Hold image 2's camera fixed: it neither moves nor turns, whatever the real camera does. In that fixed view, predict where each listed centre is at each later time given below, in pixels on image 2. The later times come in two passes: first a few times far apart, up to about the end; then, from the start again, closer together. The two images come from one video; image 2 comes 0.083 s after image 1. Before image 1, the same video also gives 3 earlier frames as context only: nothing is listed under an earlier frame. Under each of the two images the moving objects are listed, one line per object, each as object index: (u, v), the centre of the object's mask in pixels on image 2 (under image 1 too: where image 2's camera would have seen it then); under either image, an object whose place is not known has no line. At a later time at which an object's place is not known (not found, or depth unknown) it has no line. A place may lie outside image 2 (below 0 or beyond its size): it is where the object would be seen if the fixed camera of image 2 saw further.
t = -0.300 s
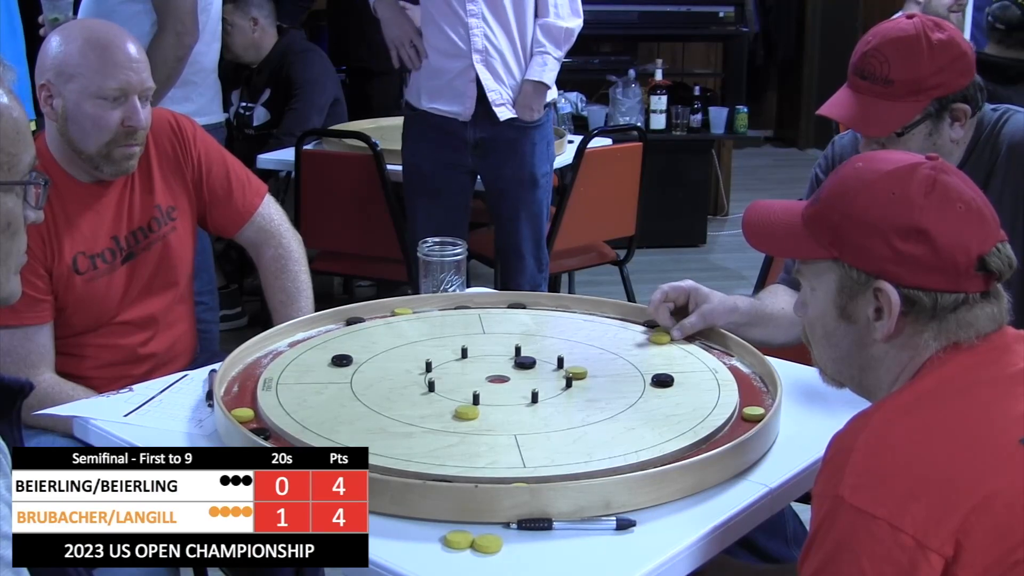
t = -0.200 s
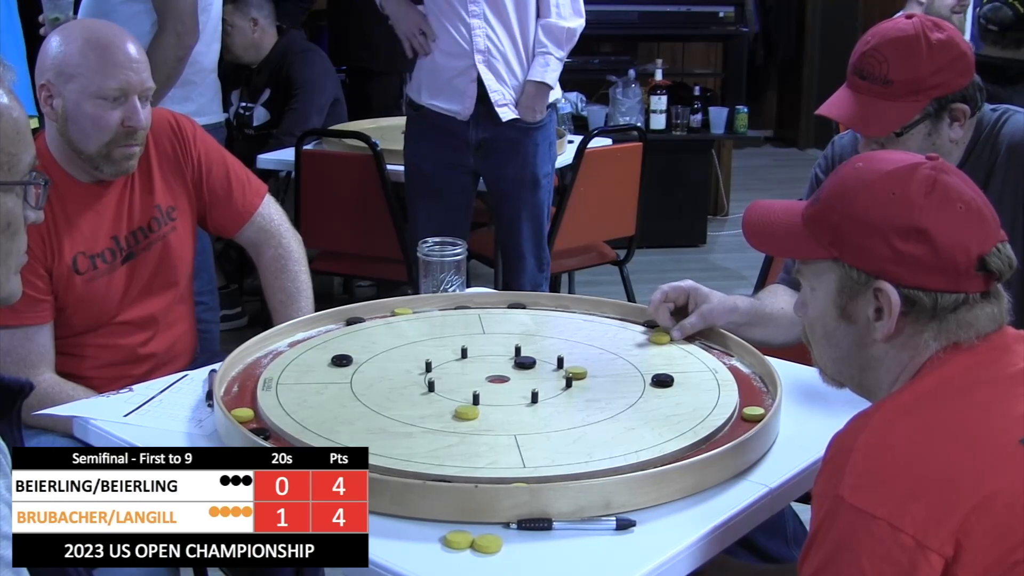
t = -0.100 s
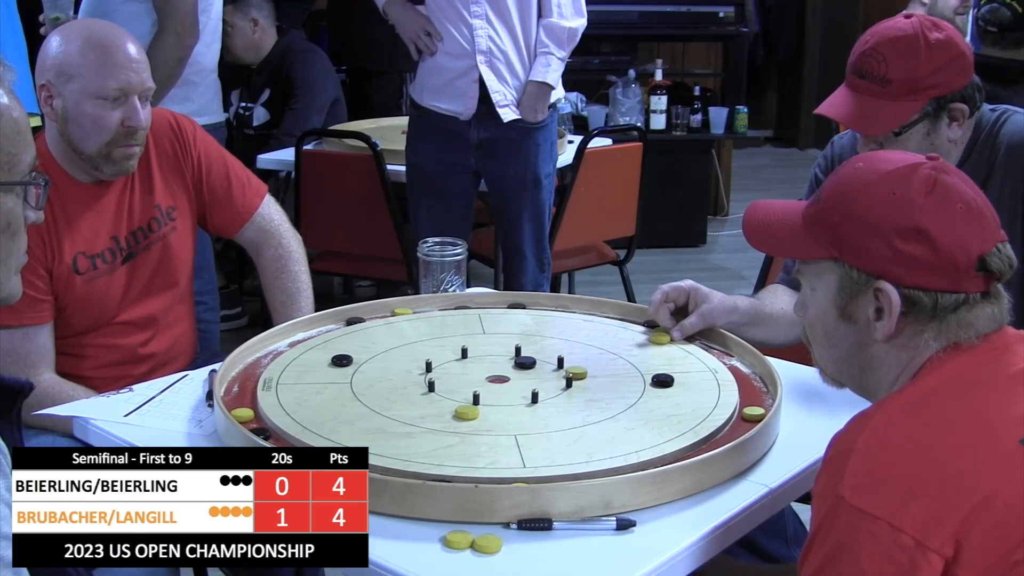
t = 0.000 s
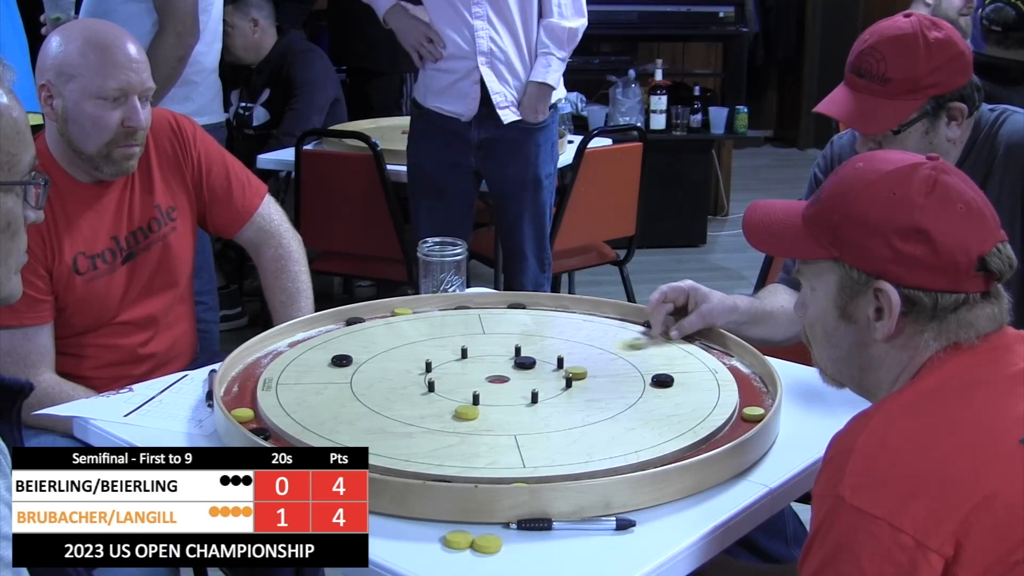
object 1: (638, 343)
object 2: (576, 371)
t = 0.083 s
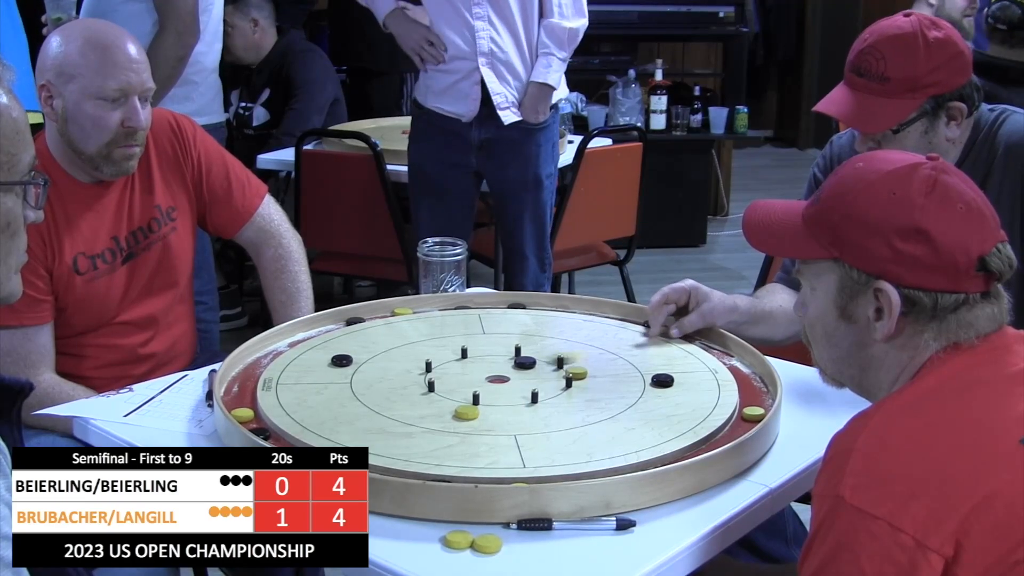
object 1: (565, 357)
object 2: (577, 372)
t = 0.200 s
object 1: (541, 367)
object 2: (577, 371)
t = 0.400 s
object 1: (532, 371)
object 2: (577, 371)
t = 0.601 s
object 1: (518, 370)
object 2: (601, 366)
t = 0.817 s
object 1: (499, 367)
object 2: (637, 357)
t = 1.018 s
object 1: (499, 367)
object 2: (656, 354)
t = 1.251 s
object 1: (499, 367)
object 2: (659, 352)
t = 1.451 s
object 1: (499, 367)
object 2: (659, 352)
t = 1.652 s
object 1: (499, 367)
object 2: (659, 352)
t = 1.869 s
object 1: (499, 367)
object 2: (658, 352)
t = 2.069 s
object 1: (499, 367)
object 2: (658, 353)
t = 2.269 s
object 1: (499, 367)
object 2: (659, 352)
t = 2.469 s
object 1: (499, 367)
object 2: (659, 352)
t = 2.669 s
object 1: (499, 368)
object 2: (659, 353)
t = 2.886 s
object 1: (499, 367)
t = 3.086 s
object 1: (499, 367)
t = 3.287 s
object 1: (499, 367)
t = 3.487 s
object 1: (499, 367)
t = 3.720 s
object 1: (499, 368)
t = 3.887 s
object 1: (499, 367)
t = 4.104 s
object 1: (499, 367)
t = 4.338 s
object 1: (499, 368)
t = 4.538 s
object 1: (499, 368)
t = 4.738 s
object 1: (499, 367)
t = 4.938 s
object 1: (499, 368)
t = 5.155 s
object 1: (499, 368)
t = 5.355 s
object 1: (499, 368)
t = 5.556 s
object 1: (499, 367)
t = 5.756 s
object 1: (499, 368)
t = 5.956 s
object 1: (499, 368)
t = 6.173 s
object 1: (499, 368)
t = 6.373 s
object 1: (498, 368)
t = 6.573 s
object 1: (498, 368)
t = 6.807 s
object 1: (499, 368)
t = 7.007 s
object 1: (498, 368)
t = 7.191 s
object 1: (499, 368)
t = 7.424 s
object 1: (499, 367)
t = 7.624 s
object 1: (499, 368)
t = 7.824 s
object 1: (499, 367)
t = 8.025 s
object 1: (499, 367)
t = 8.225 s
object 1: (499, 367)
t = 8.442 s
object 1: (499, 367)
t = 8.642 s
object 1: (499, 367)
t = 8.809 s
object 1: (499, 367)
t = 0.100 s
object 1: (547, 361)
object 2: (576, 372)
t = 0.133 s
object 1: (546, 364)
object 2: (577, 372)
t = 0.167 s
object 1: (543, 365)
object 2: (577, 371)
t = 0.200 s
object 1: (541, 367)
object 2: (577, 371)
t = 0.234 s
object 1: (539, 368)
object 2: (577, 371)
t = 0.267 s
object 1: (537, 369)
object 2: (577, 371)
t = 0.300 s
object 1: (535, 370)
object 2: (577, 371)
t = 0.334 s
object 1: (534, 370)
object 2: (577, 371)
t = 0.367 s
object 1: (532, 372)
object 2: (577, 371)
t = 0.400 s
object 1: (532, 371)
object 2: (577, 371)
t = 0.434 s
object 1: (531, 371)
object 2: (576, 372)
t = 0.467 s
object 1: (531, 372)
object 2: (577, 372)
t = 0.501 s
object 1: (531, 372)
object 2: (578, 371)
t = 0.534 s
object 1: (530, 372)
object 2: (586, 370)
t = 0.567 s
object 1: (523, 371)
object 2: (593, 368)
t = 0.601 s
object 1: (518, 370)
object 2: (601, 366)
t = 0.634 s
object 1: (513, 369)
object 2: (607, 365)
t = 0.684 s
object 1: (507, 368)
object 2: (617, 363)
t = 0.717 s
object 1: (504, 368)
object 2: (623, 361)
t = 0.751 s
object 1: (502, 367)
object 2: (628, 359)
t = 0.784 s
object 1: (500, 367)
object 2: (633, 358)
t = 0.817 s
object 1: (499, 367)
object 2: (637, 357)
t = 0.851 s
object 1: (499, 367)
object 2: (641, 356)
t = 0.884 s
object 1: (499, 367)
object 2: (645, 355)
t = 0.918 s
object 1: (499, 367)
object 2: (649, 355)
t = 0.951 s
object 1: (499, 367)
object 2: (651, 354)
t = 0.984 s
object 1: (499, 367)
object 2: (654, 354)
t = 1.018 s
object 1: (499, 367)
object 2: (656, 354)
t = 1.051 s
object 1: (499, 367)
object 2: (657, 353)
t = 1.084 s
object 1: (499, 367)
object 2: (658, 353)
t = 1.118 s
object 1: (499, 367)
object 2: (659, 353)
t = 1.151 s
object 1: (499, 367)
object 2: (659, 353)
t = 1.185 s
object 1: (499, 367)
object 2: (659, 353)
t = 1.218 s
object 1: (499, 367)
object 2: (659, 352)
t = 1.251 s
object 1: (499, 367)
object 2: (659, 352)
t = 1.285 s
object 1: (499, 367)
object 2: (659, 353)
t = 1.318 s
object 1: (499, 367)
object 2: (659, 352)
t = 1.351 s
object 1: (499, 367)
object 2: (659, 352)
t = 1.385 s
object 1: (499, 367)
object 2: (659, 352)
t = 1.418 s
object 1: (499, 367)
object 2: (659, 352)
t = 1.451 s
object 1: (499, 367)
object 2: (659, 352)
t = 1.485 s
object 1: (499, 367)
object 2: (659, 352)
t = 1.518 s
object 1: (499, 367)
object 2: (659, 353)
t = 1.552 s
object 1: (499, 367)
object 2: (658, 353)
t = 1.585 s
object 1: (499, 367)
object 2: (659, 352)
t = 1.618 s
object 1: (499, 367)
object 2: (659, 352)
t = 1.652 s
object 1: (499, 367)
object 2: (659, 352)
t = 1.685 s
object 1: (499, 367)
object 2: (659, 353)
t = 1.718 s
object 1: (499, 367)
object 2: (659, 353)
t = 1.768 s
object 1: (499, 367)
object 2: (658, 352)
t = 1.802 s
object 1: (499, 367)
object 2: (658, 352)
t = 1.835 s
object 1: (499, 367)
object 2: (658, 352)
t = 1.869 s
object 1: (499, 367)
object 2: (658, 352)
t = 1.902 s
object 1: (499, 367)
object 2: (658, 353)
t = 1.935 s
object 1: (499, 367)
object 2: (658, 353)
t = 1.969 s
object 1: (499, 367)
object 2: (658, 353)
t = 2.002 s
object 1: (499, 367)
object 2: (658, 353)
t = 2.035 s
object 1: (499, 367)
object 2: (658, 353)
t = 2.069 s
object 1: (499, 367)
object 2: (658, 353)
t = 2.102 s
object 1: (499, 367)
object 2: (658, 353)
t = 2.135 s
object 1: (499, 367)
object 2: (658, 352)
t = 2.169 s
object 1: (499, 367)
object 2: (658, 352)
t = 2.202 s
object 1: (499, 367)
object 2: (658, 353)
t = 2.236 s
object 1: (499, 367)
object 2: (658, 353)
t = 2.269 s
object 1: (499, 367)
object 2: (659, 352)
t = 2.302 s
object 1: (499, 367)
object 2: (659, 353)
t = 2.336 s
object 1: (499, 367)
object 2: (659, 353)
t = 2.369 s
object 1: (499, 367)
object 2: (659, 352)
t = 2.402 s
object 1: (499, 367)
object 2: (659, 352)
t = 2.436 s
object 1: (499, 367)
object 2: (659, 352)
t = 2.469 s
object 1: (499, 367)
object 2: (659, 352)
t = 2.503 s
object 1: (499, 368)
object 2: (659, 352)
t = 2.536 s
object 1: (499, 367)
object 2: (659, 353)
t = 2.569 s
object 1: (499, 367)
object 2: (659, 353)
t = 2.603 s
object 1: (499, 368)
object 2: (659, 352)
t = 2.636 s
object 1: (499, 368)
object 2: (659, 352)
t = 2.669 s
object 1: (499, 368)
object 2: (659, 353)
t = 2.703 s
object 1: (499, 368)
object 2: (659, 352)
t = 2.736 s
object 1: (499, 368)
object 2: (659, 352)
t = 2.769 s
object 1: (499, 367)
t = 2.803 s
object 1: (499, 367)
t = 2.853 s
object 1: (499, 367)
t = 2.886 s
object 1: (499, 367)
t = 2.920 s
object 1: (499, 367)
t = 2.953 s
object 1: (499, 367)
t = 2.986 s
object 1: (499, 367)
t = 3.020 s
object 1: (499, 367)
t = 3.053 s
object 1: (499, 367)
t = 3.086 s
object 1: (499, 367)
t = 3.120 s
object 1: (499, 367)
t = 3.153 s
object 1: (499, 367)
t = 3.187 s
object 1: (499, 367)
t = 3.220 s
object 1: (499, 367)
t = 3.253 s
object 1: (499, 367)
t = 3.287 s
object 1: (499, 367)
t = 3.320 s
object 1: (499, 367)
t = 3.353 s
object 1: (499, 368)
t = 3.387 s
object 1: (499, 367)
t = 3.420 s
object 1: (499, 367)
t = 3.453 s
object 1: (499, 367)
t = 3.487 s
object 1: (499, 367)
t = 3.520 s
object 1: (499, 368)
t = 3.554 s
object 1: (499, 368)
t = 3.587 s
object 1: (499, 368)
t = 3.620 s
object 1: (499, 367)
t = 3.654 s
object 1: (499, 367)
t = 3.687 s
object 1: (499, 367)
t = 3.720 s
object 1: (499, 368)
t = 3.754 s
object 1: (499, 367)
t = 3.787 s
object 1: (499, 368)
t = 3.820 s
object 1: (499, 367)
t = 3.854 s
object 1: (499, 367)
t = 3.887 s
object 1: (499, 367)
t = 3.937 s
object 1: (499, 367)
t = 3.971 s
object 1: (499, 367)
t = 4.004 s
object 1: (499, 367)
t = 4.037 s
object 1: (499, 367)
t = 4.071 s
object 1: (499, 367)
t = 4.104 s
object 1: (499, 367)
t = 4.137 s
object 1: (499, 367)
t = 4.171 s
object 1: (499, 367)
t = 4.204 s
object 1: (499, 367)
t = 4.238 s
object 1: (499, 368)
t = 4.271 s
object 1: (499, 368)
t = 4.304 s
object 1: (499, 368)
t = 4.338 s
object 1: (499, 368)
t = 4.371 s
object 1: (499, 368)
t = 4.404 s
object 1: (499, 368)
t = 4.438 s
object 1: (499, 368)
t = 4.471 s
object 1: (499, 368)
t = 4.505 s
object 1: (499, 368)
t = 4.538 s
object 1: (499, 368)
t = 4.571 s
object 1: (499, 368)
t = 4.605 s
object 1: (499, 368)
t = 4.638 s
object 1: (499, 368)
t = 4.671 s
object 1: (499, 367)
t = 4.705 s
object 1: (499, 367)
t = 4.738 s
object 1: (499, 367)
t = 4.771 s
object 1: (499, 367)
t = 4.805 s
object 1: (499, 367)
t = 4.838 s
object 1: (499, 367)
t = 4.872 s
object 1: (499, 368)
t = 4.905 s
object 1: (499, 368)
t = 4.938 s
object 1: (499, 368)
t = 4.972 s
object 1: (499, 368)
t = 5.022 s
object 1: (499, 368)
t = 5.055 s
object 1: (499, 368)
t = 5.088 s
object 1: (499, 368)
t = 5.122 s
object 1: (499, 368)
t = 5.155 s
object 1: (499, 368)
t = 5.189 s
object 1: (499, 368)
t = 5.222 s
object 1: (499, 368)
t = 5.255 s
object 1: (499, 368)
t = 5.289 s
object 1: (499, 368)
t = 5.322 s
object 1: (499, 368)
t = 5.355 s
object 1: (499, 368)
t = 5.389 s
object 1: (499, 368)
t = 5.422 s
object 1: (499, 368)
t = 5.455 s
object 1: (499, 368)
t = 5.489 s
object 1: (499, 368)
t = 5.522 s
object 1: (498, 368)
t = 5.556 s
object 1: (499, 367)
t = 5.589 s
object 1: (499, 368)
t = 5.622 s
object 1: (499, 368)
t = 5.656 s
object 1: (499, 368)
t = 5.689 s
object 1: (499, 368)
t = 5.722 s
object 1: (499, 368)
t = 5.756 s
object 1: (499, 368)
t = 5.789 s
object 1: (498, 368)
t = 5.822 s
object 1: (498, 368)
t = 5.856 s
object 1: (499, 368)
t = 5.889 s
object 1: (499, 368)
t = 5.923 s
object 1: (499, 368)
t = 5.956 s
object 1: (499, 368)
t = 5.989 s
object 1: (499, 368)
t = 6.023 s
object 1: (499, 368)
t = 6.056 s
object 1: (499, 368)
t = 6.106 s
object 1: (498, 368)
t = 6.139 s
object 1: (498, 368)
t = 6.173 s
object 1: (499, 368)
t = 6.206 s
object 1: (498, 368)
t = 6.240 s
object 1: (498, 368)
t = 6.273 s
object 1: (498, 368)
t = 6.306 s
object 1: (498, 368)
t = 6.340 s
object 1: (498, 368)
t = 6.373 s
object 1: (498, 368)
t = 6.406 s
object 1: (498, 368)
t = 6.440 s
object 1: (499, 368)
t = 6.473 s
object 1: (498, 368)
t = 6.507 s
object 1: (499, 368)
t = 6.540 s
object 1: (498, 368)
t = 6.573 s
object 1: (498, 368)
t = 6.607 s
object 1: (499, 368)
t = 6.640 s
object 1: (499, 368)
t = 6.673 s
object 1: (499, 367)
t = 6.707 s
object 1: (499, 367)
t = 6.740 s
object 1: (499, 367)
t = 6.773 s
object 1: (499, 368)
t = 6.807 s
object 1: (499, 368)
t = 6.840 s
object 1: (499, 368)
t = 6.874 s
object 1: (499, 368)
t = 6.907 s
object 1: (498, 368)
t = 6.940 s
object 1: (498, 368)
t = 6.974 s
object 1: (499, 368)
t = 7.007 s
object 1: (498, 368)
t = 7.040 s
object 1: (498, 368)
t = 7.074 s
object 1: (498, 368)
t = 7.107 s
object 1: (498, 368)
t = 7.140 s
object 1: (499, 368)
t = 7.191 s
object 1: (499, 368)
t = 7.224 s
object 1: (499, 368)
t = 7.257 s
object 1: (499, 368)
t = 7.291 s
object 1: (499, 368)
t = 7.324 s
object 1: (499, 367)
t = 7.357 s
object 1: (499, 367)
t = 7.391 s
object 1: (499, 367)
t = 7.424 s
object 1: (499, 367)
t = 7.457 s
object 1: (499, 367)
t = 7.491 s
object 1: (499, 368)
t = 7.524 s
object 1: (499, 367)
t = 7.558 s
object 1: (499, 367)
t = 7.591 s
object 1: (499, 368)
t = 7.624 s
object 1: (499, 368)
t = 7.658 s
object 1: (499, 368)
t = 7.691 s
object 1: (499, 368)
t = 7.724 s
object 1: (499, 367)
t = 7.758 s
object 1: (499, 367)
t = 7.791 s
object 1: (499, 367)
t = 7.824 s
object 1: (499, 367)
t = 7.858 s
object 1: (499, 367)
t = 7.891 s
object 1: (499, 367)
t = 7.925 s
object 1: (499, 367)
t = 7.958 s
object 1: (499, 367)
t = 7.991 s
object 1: (499, 367)
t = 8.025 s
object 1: (499, 367)
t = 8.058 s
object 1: (499, 367)
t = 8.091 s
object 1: (499, 367)
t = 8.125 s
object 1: (499, 367)
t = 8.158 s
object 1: (499, 367)
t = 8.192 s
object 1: (499, 367)
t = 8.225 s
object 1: (499, 367)
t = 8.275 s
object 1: (499, 367)
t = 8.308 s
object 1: (499, 367)
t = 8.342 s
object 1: (499, 367)
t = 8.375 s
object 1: (499, 367)
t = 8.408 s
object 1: (499, 367)
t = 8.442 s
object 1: (499, 367)
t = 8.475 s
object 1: (499, 367)
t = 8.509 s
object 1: (499, 367)
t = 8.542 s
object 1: (499, 367)
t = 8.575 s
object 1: (499, 367)
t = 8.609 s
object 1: (499, 367)
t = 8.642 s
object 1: (499, 367)
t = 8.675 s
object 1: (499, 367)
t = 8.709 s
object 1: (499, 367)
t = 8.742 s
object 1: (499, 367)
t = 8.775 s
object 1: (499, 367)
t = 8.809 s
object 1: (499, 367)
